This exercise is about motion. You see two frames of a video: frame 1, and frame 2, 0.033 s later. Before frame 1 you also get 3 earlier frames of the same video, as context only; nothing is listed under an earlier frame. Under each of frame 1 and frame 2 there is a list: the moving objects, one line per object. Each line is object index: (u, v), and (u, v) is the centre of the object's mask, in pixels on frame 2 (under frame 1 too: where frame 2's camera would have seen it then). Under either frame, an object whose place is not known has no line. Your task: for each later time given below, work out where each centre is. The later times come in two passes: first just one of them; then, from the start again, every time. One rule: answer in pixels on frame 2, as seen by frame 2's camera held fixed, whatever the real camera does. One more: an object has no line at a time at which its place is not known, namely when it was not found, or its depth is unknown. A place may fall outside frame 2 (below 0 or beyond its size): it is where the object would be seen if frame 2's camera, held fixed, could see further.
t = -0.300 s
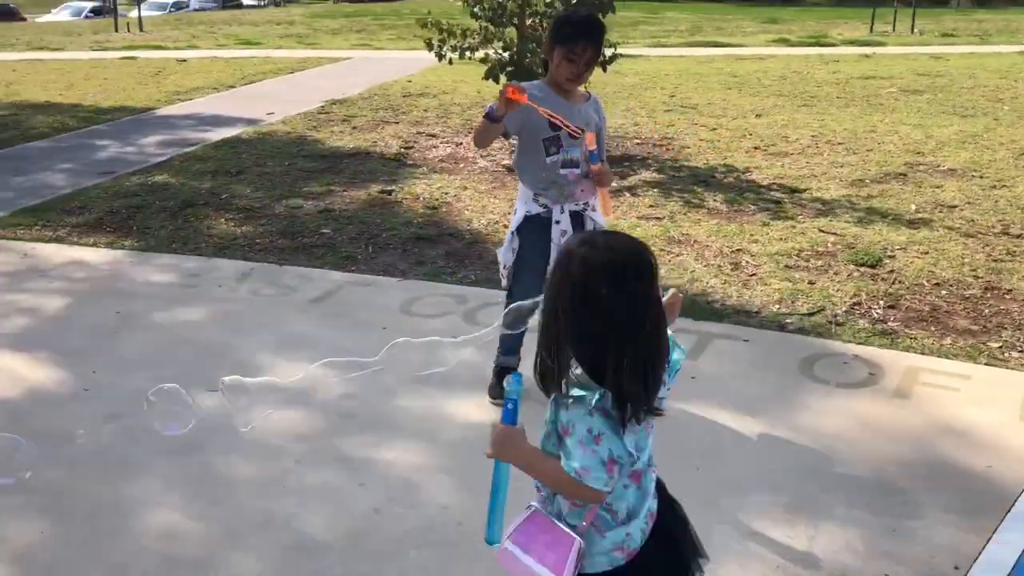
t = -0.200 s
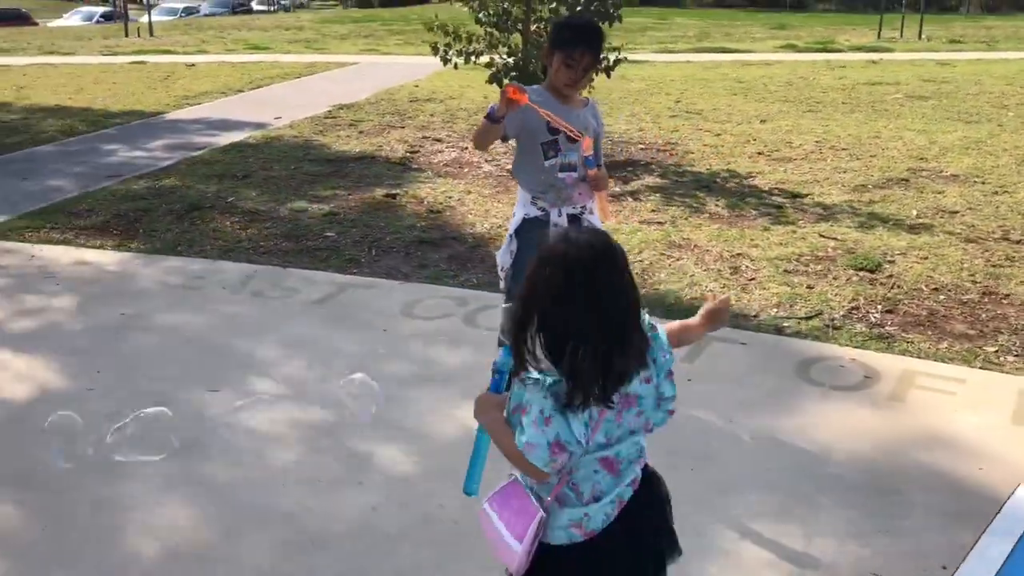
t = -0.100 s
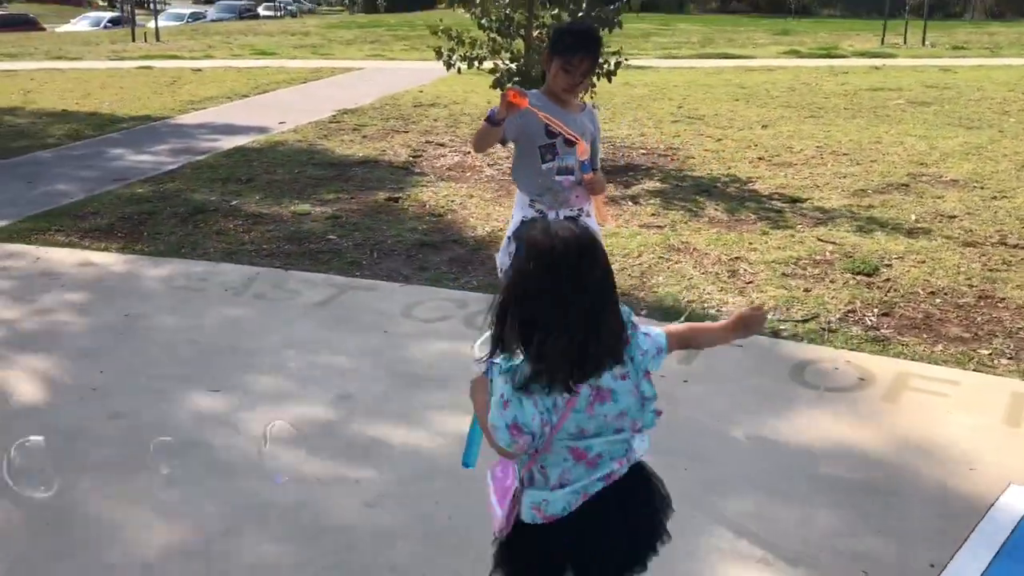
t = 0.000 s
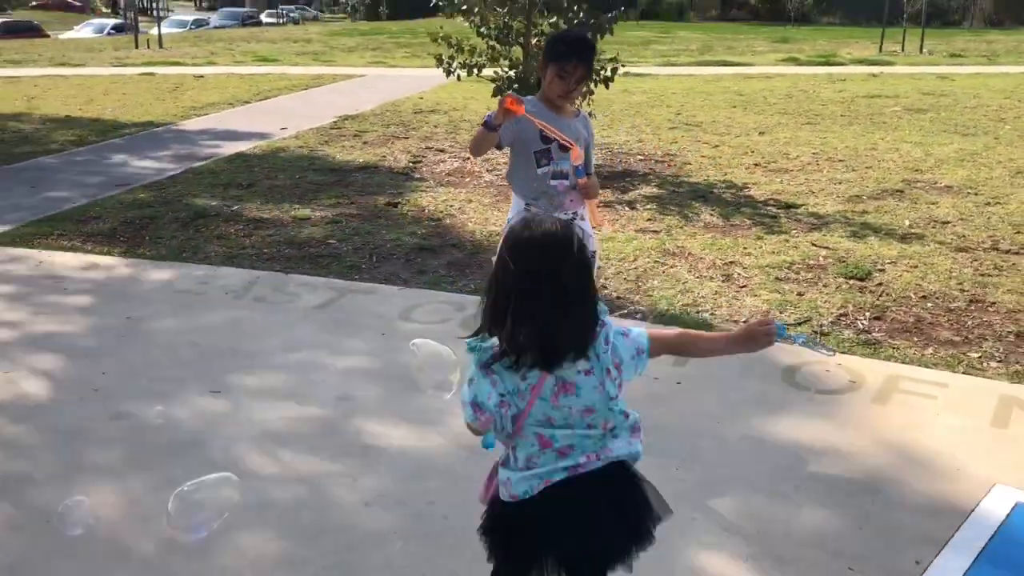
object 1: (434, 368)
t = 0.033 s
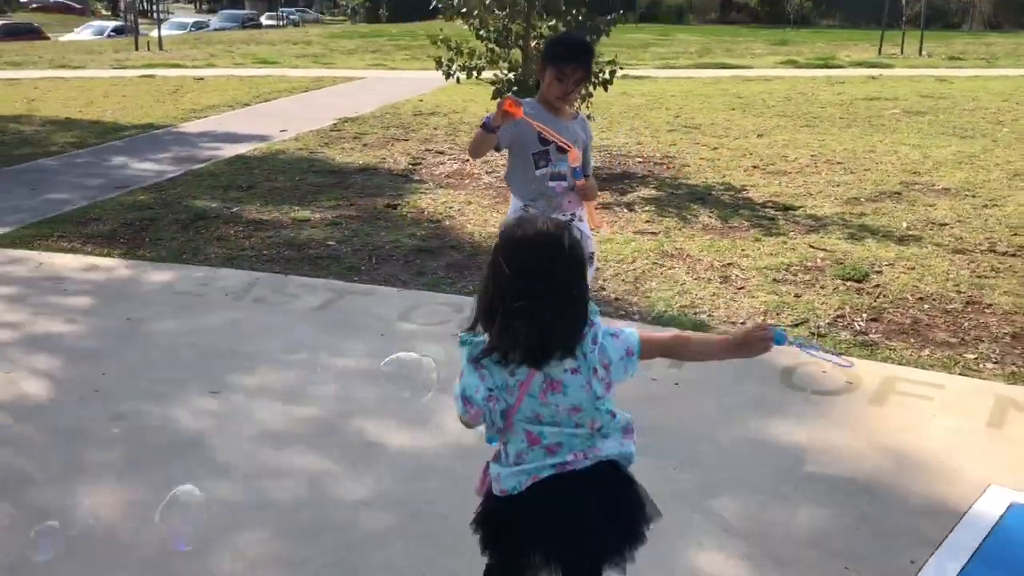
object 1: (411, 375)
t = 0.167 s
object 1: (318, 392)
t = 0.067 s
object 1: (390, 381)
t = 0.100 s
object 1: (366, 384)
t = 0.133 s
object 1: (341, 389)
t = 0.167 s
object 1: (318, 392)
